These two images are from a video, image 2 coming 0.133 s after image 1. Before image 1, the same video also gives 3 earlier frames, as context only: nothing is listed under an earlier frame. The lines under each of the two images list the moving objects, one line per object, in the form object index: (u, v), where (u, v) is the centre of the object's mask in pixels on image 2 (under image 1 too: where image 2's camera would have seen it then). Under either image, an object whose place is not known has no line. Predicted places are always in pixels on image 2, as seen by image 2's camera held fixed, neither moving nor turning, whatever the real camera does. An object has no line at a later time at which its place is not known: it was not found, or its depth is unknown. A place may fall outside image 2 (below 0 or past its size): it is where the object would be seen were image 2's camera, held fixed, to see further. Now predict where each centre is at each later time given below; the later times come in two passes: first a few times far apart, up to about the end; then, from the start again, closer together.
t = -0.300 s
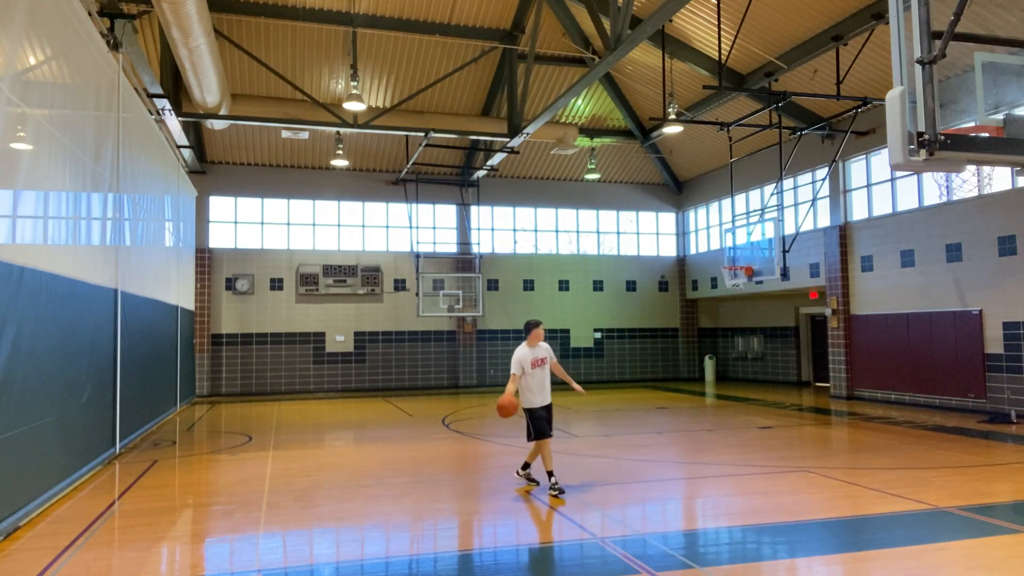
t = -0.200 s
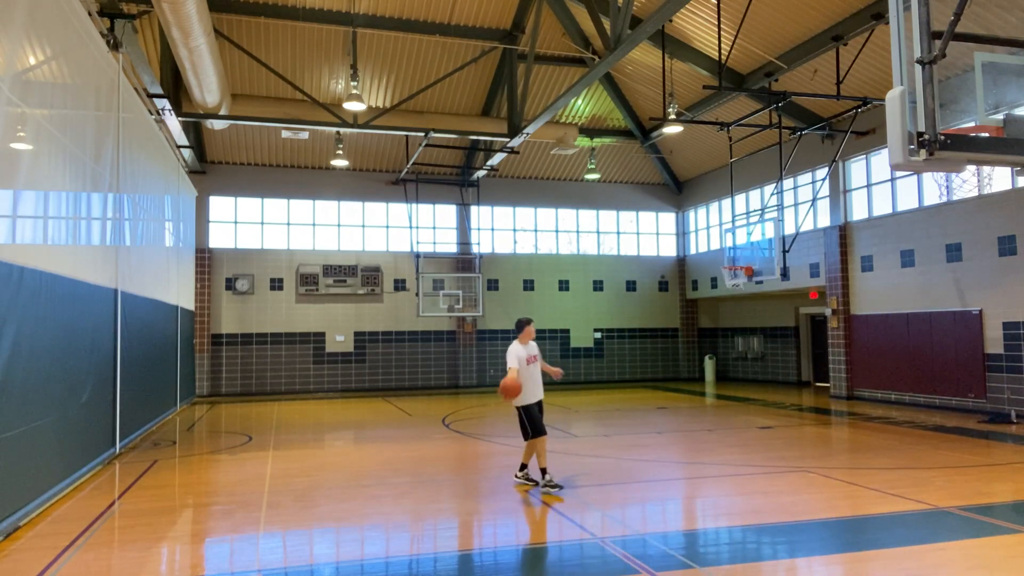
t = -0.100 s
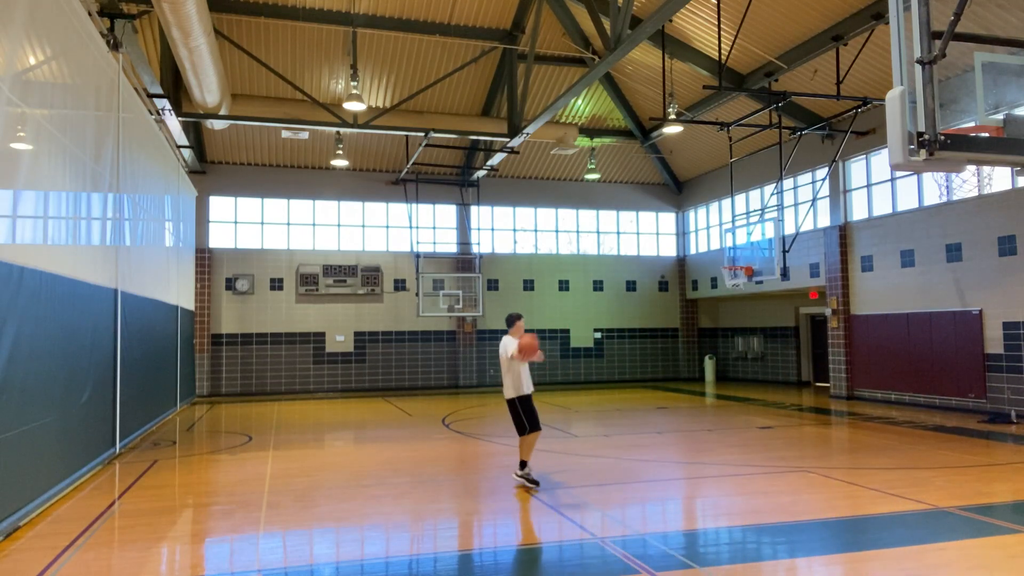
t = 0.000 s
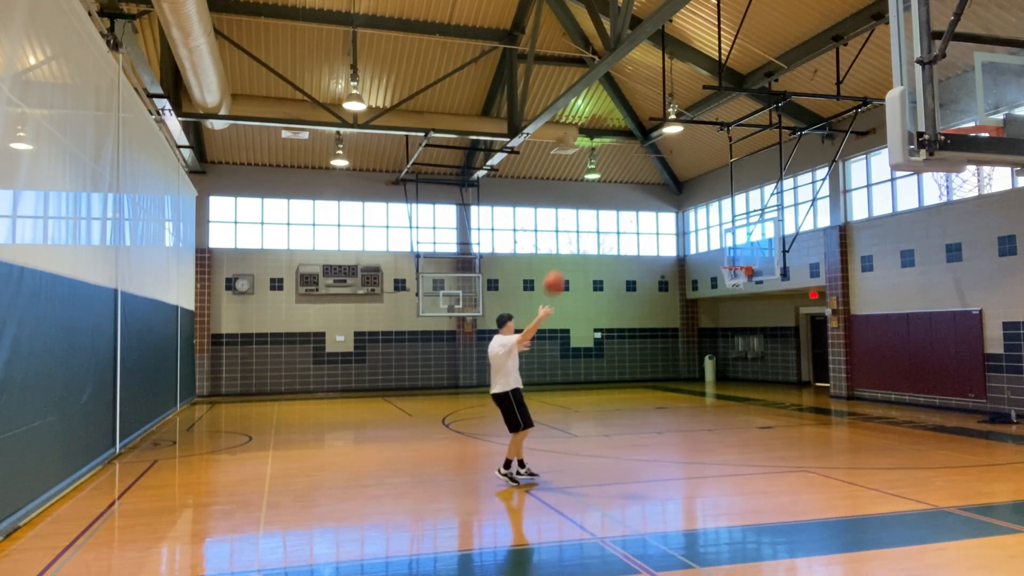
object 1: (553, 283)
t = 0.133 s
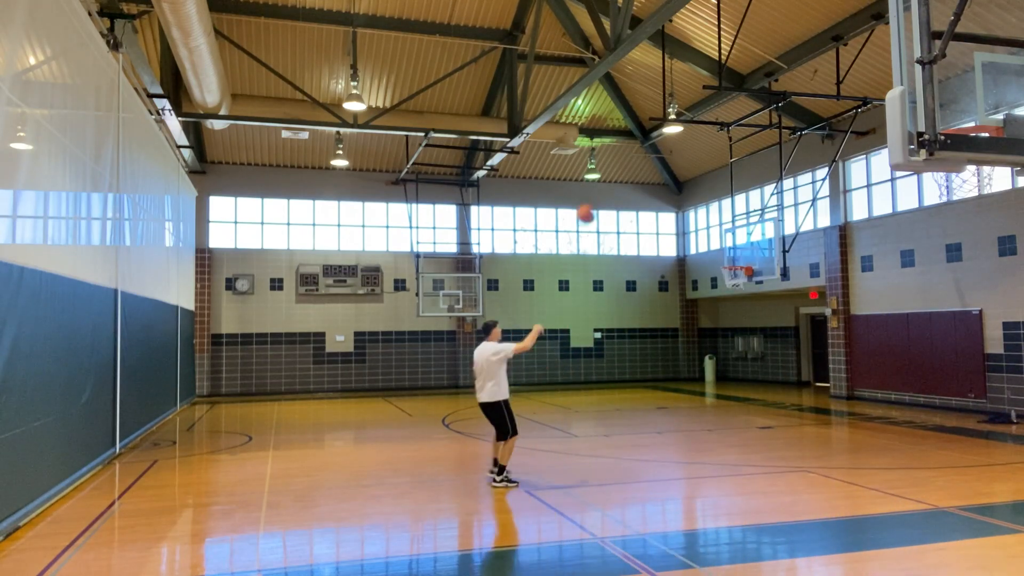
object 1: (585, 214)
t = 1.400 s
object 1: (734, 272)
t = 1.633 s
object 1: (713, 276)
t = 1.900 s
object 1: (702, 299)
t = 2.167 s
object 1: (692, 355)
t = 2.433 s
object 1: (685, 393)
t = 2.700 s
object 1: (688, 353)
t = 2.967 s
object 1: (693, 347)
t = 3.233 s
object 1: (698, 377)
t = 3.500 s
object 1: (702, 406)
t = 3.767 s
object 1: (702, 382)
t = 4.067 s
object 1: (704, 401)
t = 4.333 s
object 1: (706, 409)
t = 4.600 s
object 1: (707, 405)
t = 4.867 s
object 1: (711, 422)
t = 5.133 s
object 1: (713, 418)
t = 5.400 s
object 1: (716, 424)
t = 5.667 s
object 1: (719, 432)
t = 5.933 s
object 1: (722, 436)
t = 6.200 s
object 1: (725, 437)
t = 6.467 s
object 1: (728, 441)
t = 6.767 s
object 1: (731, 444)
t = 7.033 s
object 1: (735, 445)
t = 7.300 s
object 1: (738, 448)
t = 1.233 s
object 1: (729, 230)
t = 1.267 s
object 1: (730, 238)
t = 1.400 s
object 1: (734, 272)
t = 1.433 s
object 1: (727, 277)
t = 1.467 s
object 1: (722, 278)
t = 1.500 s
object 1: (719, 278)
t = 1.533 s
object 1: (717, 278)
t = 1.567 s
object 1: (716, 277)
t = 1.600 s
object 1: (715, 276)
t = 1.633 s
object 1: (713, 276)
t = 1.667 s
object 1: (712, 277)
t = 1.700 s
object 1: (711, 279)
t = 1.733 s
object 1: (709, 281)
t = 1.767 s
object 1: (708, 283)
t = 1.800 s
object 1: (706, 286)
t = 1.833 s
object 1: (705, 290)
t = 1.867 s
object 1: (704, 294)
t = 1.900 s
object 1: (702, 299)
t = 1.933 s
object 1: (701, 304)
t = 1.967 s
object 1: (700, 310)
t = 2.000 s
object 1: (698, 316)
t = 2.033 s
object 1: (696, 322)
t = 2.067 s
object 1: (695, 330)
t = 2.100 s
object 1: (694, 338)
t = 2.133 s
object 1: (693, 346)
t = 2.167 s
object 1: (692, 355)
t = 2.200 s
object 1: (691, 365)
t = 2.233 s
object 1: (689, 375)
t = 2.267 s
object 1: (687, 385)
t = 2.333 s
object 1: (685, 410)
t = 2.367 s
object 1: (685, 410)
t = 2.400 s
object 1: (685, 401)
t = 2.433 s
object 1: (685, 393)
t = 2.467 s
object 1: (686, 386)
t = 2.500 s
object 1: (686, 379)
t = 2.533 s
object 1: (686, 374)
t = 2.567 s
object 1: (687, 369)
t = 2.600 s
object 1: (687, 364)
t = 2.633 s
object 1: (688, 360)
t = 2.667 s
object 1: (688, 356)
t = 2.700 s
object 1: (688, 353)
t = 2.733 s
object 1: (689, 351)
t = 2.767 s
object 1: (689, 348)
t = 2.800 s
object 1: (690, 347)
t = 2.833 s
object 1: (690, 346)
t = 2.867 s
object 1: (691, 345)
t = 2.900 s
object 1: (691, 345)
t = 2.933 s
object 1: (692, 346)
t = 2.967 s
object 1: (693, 347)
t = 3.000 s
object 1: (693, 349)
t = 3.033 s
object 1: (694, 351)
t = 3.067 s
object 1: (694, 354)
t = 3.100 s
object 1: (695, 358)
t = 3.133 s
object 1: (696, 362)
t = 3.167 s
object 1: (697, 366)
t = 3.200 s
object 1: (698, 372)
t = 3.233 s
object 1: (698, 377)
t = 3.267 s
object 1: (699, 384)
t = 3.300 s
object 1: (700, 391)
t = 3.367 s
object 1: (701, 407)
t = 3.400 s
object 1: (702, 417)
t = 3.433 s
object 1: (702, 418)
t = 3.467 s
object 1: (702, 411)
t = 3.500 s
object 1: (702, 406)
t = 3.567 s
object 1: (702, 396)
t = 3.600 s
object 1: (702, 392)
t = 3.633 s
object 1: (702, 389)
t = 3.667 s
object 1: (702, 386)
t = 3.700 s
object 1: (702, 385)
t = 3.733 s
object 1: (702, 383)
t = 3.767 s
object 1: (702, 382)
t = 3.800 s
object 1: (702, 382)
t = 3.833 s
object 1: (702, 382)
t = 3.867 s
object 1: (702, 383)
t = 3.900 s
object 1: (702, 384)
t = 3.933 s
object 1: (703, 386)
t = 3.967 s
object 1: (703, 389)
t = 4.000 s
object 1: (704, 392)
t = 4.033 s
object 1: (704, 396)
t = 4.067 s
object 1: (704, 401)
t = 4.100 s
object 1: (705, 406)
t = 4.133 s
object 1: (705, 412)
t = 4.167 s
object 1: (705, 419)
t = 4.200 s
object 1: (706, 426)
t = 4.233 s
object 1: (706, 420)
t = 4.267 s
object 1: (706, 416)
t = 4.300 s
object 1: (706, 412)
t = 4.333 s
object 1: (706, 409)
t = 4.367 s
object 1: (706, 407)
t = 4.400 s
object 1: (706, 404)
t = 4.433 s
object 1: (706, 403)
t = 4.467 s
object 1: (707, 402)
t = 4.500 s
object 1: (707, 402)
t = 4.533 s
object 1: (707, 402)
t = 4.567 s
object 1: (707, 403)
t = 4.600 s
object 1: (707, 405)
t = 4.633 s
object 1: (708, 407)
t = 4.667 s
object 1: (708, 411)
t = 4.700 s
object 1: (709, 415)
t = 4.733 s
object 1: (709, 419)
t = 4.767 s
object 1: (710, 425)
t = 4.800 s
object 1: (710, 430)
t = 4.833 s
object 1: (710, 425)
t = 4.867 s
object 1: (711, 422)
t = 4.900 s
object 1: (711, 419)
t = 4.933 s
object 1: (711, 417)
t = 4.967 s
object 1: (711, 415)
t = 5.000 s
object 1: (712, 415)
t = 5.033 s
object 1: (712, 415)
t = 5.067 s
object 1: (712, 415)
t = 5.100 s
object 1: (713, 416)
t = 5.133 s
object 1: (713, 418)
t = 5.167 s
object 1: (714, 421)
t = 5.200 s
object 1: (714, 424)
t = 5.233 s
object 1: (715, 429)
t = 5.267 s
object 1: (715, 433)
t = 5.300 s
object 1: (715, 429)
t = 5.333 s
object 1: (716, 427)
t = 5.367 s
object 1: (716, 425)
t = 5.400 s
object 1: (716, 424)
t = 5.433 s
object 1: (716, 423)
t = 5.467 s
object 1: (716, 424)
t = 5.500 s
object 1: (717, 425)
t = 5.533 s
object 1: (717, 426)
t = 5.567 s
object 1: (718, 428)
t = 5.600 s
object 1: (718, 432)
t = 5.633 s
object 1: (719, 435)
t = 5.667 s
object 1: (719, 432)
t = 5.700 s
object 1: (719, 431)
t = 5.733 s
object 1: (720, 430)
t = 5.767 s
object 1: (720, 430)
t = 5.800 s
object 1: (720, 430)
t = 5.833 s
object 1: (720, 431)
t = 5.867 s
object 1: (721, 433)
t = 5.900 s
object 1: (721, 436)
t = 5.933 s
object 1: (722, 436)
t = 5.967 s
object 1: (722, 435)
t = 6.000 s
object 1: (722, 434)
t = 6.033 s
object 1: (723, 433)
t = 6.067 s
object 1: (723, 434)
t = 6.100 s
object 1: (723, 436)
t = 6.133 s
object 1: (724, 438)
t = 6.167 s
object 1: (724, 438)
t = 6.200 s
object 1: (725, 437)
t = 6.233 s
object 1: (725, 437)
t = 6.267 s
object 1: (725, 437)
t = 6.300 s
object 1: (726, 439)
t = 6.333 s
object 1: (726, 440)
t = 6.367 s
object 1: (726, 439)
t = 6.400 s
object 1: (727, 439)
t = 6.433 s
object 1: (727, 439)
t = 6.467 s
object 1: (728, 441)
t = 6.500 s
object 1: (728, 441)
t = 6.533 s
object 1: (728, 441)
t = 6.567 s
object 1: (729, 441)
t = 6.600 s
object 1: (729, 442)
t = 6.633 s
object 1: (730, 442)
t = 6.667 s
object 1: (730, 442)
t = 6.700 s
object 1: (731, 443)
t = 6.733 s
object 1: (731, 443)
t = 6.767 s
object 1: (731, 444)
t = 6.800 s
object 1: (732, 444)
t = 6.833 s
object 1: (732, 444)
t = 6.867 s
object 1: (733, 444)
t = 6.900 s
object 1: (733, 444)
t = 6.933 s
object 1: (734, 445)
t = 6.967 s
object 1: (734, 445)
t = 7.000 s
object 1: (734, 445)
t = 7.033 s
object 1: (735, 445)
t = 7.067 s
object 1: (735, 446)
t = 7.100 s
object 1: (736, 446)
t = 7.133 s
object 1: (736, 446)
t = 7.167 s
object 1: (737, 447)
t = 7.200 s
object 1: (737, 447)
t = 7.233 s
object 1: (738, 447)
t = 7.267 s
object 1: (738, 448)
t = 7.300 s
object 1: (738, 448)
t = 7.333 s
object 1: (739, 448)
